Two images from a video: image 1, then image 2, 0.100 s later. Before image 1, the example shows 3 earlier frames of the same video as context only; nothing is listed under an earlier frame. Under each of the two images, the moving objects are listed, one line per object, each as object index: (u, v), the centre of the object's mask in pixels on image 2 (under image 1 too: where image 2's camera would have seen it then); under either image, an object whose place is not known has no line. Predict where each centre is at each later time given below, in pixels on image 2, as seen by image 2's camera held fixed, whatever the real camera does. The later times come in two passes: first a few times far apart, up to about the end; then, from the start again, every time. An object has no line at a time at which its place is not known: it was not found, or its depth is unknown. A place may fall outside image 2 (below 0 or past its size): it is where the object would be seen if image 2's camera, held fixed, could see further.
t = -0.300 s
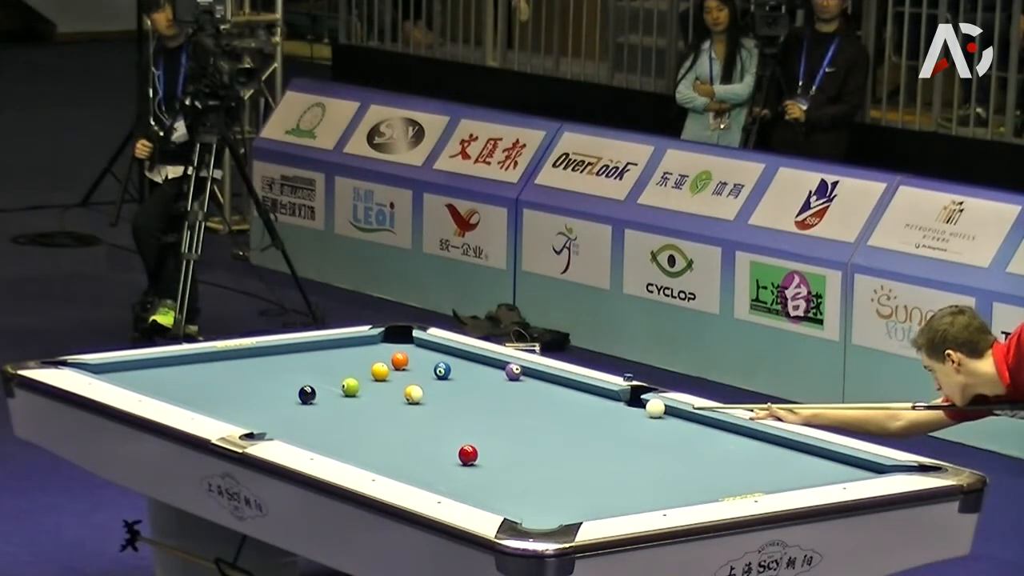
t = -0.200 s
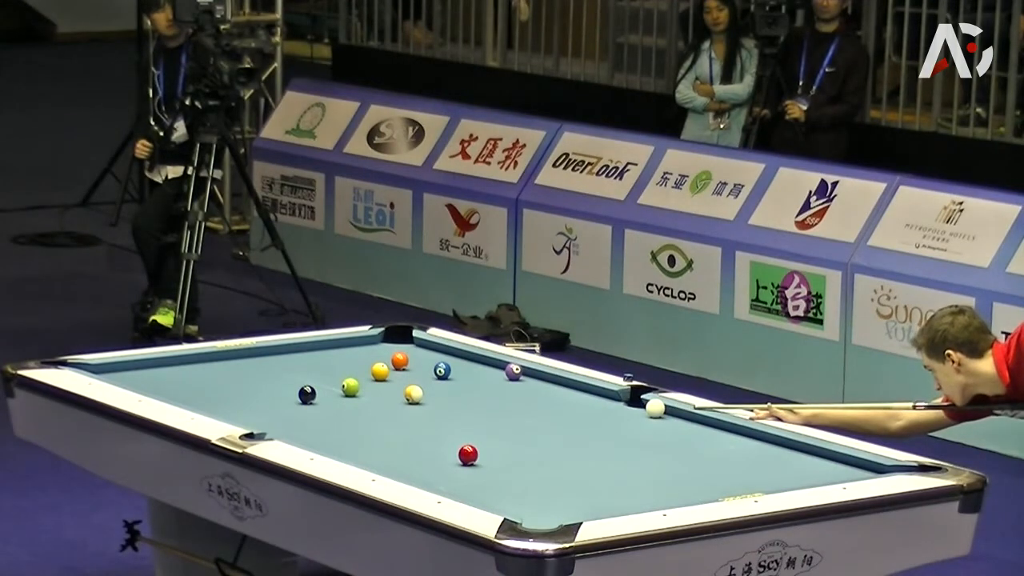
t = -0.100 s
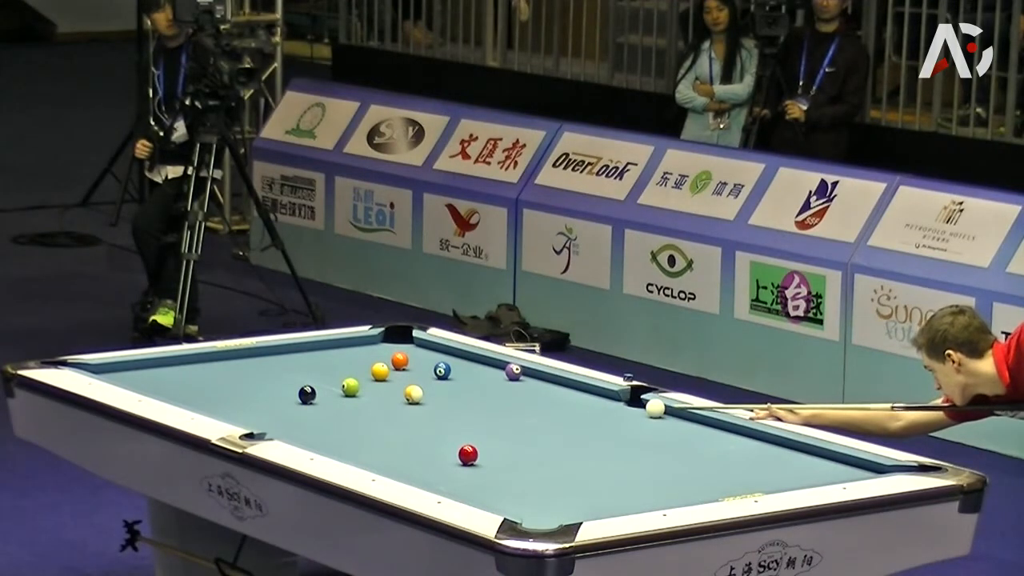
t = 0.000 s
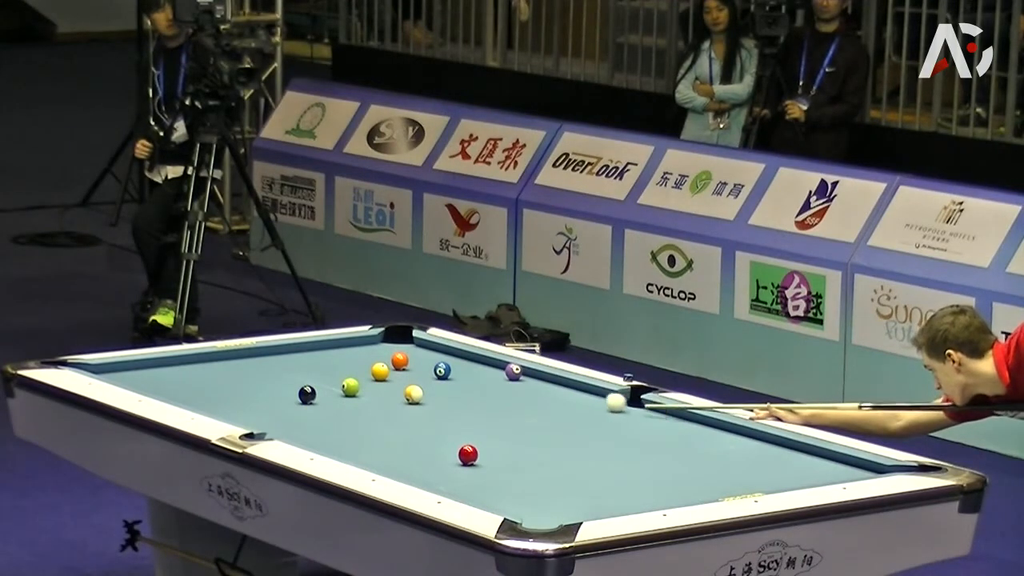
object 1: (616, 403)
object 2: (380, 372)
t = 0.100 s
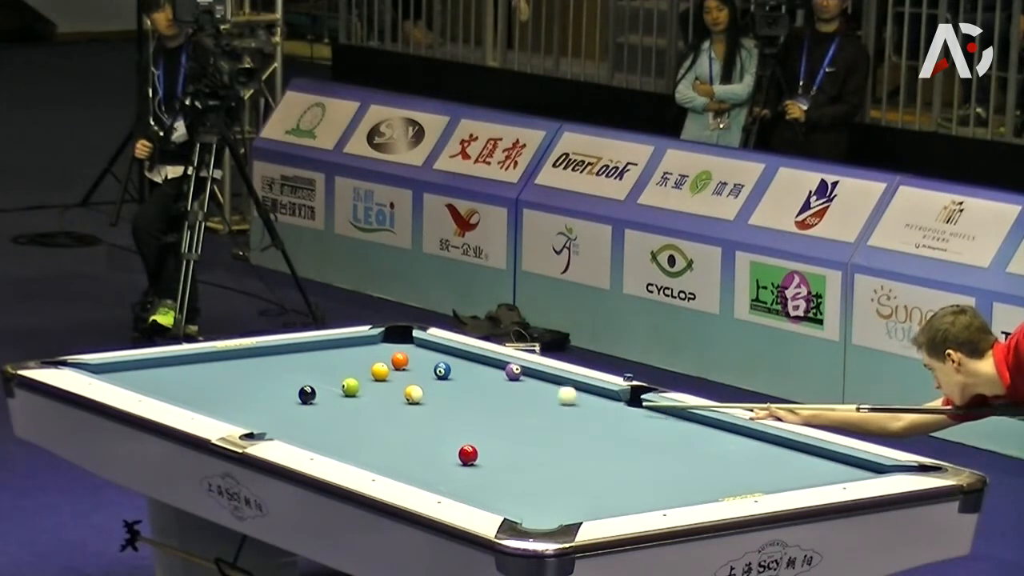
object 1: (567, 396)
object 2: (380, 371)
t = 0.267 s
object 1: (495, 386)
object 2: (380, 371)
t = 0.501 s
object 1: (400, 372)
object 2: (380, 371)
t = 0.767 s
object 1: (372, 360)
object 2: (303, 371)
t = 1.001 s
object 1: (334, 351)
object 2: (246, 370)
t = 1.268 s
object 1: (316, 348)
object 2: (182, 369)
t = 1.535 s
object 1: (335, 353)
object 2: (121, 369)
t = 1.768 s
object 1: (350, 357)
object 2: (68, 365)
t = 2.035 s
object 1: (368, 362)
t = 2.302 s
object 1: (384, 366)
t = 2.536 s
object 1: (398, 369)
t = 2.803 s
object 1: (413, 373)
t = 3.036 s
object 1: (425, 376)
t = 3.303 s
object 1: (439, 379)
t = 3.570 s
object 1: (452, 383)
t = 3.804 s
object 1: (462, 385)
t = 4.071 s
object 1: (472, 388)
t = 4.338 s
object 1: (482, 390)
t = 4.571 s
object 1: (489, 392)
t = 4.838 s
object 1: (498, 394)
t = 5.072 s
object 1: (503, 395)
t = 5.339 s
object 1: (507, 397)
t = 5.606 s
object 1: (511, 398)
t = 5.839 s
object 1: (513, 399)
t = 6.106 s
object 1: (515, 400)
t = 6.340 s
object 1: (517, 400)
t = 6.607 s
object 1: (517, 400)
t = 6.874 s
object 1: (517, 400)
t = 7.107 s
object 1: (518, 400)
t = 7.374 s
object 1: (517, 400)
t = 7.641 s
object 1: (517, 400)
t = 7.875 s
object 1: (518, 400)
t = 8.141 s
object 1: (517, 400)
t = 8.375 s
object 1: (517, 400)
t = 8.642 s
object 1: (517, 400)
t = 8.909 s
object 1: (517, 400)
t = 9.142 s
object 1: (517, 400)
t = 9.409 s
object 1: (517, 400)
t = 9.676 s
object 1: (517, 400)
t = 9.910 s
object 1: (517, 400)
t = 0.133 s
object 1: (552, 394)
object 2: (380, 372)
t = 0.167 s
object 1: (538, 392)
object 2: (380, 371)
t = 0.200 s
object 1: (524, 390)
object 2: (380, 371)
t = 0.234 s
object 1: (509, 388)
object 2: (380, 371)
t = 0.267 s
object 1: (495, 386)
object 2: (380, 371)
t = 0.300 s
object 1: (481, 384)
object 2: (380, 372)
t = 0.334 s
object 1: (468, 382)
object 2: (380, 372)
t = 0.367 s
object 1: (454, 380)
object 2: (380, 371)
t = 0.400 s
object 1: (441, 378)
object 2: (380, 371)
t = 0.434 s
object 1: (427, 376)
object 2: (380, 371)
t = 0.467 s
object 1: (413, 374)
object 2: (380, 372)
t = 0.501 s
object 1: (400, 372)
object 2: (380, 371)
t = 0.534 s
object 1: (397, 370)
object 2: (371, 371)
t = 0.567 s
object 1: (395, 369)
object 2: (359, 371)
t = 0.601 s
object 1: (393, 367)
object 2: (348, 370)
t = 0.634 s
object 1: (391, 365)
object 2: (337, 371)
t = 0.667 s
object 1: (388, 363)
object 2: (329, 371)
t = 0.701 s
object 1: (383, 363)
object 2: (320, 371)
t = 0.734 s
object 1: (377, 361)
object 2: (312, 370)
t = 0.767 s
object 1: (372, 360)
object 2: (303, 371)
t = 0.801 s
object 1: (366, 359)
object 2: (295, 371)
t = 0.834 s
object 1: (361, 358)
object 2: (287, 371)
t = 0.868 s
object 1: (355, 356)
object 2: (279, 371)
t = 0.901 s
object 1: (350, 355)
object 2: (271, 370)
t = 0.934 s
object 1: (345, 354)
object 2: (263, 370)
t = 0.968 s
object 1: (340, 353)
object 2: (254, 370)
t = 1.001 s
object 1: (334, 351)
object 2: (246, 370)
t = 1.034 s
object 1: (329, 350)
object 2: (238, 370)
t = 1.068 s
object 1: (324, 349)
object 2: (230, 370)
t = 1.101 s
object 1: (318, 348)
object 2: (222, 370)
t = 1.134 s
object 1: (314, 347)
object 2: (214, 369)
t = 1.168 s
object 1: (309, 346)
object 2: (206, 370)
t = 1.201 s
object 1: (311, 346)
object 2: (199, 370)
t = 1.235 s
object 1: (314, 347)
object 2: (190, 369)
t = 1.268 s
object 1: (316, 348)
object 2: (182, 369)
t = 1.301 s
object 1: (319, 349)
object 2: (175, 369)
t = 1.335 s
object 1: (321, 349)
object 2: (167, 369)
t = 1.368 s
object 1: (323, 350)
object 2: (159, 369)
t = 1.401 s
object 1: (326, 350)
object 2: (152, 369)
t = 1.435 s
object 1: (328, 351)
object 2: (144, 369)
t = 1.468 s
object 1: (330, 352)
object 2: (136, 369)
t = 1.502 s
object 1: (333, 352)
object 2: (128, 369)
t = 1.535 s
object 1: (335, 353)
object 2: (121, 369)
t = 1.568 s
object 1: (337, 353)
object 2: (113, 369)
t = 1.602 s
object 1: (339, 354)
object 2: (106, 368)
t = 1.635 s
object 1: (341, 355)
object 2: (98, 367)
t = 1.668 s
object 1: (344, 355)
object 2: (91, 366)
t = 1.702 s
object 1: (346, 356)
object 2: (83, 365)
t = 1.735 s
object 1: (348, 356)
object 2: (76, 365)
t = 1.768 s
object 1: (350, 357)
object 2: (68, 365)
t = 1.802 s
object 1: (353, 357)
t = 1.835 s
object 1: (355, 358)
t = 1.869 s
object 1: (357, 359)
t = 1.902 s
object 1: (359, 359)
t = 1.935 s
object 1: (361, 360)
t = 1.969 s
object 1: (364, 361)
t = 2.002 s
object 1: (365, 361)
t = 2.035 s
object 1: (368, 362)
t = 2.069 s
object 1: (370, 362)
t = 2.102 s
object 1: (372, 363)
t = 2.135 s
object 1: (374, 363)
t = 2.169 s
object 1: (376, 364)
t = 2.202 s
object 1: (378, 364)
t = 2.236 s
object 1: (380, 365)
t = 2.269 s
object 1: (382, 365)
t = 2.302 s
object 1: (384, 366)
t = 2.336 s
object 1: (386, 367)
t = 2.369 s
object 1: (388, 367)
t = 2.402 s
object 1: (390, 368)
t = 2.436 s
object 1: (392, 368)
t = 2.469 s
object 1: (394, 368)
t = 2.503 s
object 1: (396, 369)
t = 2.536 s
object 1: (398, 369)
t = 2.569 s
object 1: (400, 370)
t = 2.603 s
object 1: (402, 370)
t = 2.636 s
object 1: (403, 371)
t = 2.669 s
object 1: (405, 371)
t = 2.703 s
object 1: (407, 372)
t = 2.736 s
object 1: (409, 372)
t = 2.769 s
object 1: (411, 373)
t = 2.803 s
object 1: (413, 373)
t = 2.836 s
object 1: (414, 374)
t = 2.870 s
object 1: (416, 374)
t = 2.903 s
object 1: (418, 375)
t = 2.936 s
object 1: (420, 375)
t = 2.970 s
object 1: (421, 376)
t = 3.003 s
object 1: (423, 376)
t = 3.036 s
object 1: (425, 376)
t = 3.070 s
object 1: (427, 377)
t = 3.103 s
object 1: (428, 377)
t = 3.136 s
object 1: (431, 378)
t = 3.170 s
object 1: (432, 378)
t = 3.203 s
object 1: (434, 379)
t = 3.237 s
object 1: (436, 379)
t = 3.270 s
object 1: (437, 379)
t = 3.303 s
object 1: (439, 379)
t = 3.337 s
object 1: (441, 380)
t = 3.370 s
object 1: (442, 380)
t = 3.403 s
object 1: (444, 381)
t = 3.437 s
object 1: (446, 381)
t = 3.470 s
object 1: (447, 381)
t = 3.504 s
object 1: (449, 382)
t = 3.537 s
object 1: (450, 383)
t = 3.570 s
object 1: (452, 383)
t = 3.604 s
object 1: (453, 383)
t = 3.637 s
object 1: (455, 384)
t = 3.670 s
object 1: (456, 384)
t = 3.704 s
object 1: (457, 384)
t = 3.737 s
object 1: (459, 384)
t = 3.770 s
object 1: (460, 385)
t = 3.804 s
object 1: (462, 385)
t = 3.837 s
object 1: (463, 386)
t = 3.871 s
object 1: (464, 386)
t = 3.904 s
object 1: (465, 386)
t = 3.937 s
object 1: (467, 387)
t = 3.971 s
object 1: (468, 387)
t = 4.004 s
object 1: (469, 387)
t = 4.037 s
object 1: (471, 387)
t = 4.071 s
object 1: (472, 388)
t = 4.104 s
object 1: (473, 388)
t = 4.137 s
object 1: (474, 388)
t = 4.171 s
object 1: (475, 389)
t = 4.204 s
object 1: (477, 389)
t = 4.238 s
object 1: (478, 389)
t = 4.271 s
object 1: (479, 390)
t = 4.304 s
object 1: (480, 390)
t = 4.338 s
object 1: (482, 390)
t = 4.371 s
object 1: (483, 391)
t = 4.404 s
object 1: (484, 391)
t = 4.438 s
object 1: (485, 391)
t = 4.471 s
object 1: (486, 391)
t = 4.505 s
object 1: (487, 392)
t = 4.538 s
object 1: (488, 392)
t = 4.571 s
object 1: (489, 392)
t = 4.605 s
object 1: (490, 392)
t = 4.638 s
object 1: (492, 393)
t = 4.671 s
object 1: (493, 393)
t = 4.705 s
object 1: (494, 393)
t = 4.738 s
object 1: (495, 393)
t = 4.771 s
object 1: (496, 393)
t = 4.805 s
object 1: (496, 394)
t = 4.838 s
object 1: (498, 394)
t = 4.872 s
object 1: (498, 394)
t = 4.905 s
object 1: (499, 394)
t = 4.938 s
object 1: (500, 395)
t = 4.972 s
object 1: (501, 395)
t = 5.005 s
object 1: (502, 395)
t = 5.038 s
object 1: (502, 395)
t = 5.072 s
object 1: (503, 395)
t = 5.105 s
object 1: (504, 396)
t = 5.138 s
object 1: (504, 396)
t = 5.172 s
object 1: (505, 396)
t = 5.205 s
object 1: (506, 396)
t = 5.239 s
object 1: (506, 396)
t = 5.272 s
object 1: (507, 396)
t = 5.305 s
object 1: (507, 397)
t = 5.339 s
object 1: (507, 397)
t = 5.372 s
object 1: (508, 397)
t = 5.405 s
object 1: (509, 397)
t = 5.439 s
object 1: (509, 397)
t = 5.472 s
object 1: (510, 398)
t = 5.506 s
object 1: (510, 398)
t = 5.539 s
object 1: (511, 398)
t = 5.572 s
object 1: (511, 398)
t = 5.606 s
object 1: (511, 398)
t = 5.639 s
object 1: (511, 398)
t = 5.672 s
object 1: (512, 398)
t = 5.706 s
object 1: (512, 399)
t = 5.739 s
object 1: (513, 399)
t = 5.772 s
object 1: (513, 399)
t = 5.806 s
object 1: (513, 399)
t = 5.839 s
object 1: (513, 399)
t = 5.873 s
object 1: (514, 399)
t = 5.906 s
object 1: (514, 399)
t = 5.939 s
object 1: (514, 399)
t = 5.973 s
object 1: (514, 399)
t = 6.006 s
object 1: (515, 399)
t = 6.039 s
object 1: (515, 399)
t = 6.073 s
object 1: (515, 400)
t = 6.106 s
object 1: (515, 400)
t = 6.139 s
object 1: (515, 400)
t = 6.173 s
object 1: (515, 400)
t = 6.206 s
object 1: (515, 400)
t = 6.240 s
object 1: (516, 400)
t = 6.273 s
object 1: (516, 400)
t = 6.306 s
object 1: (516, 400)
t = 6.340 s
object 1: (517, 400)
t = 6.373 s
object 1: (517, 400)
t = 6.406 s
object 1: (517, 400)
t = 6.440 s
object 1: (517, 400)
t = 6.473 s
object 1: (517, 400)
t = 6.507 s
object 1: (517, 400)
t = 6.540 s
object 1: (517, 400)
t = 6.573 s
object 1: (517, 400)
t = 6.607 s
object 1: (517, 400)
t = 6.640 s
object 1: (517, 400)
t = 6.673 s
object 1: (517, 400)
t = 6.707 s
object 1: (517, 400)
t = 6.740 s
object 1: (517, 400)
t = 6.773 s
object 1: (517, 400)
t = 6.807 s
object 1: (517, 400)
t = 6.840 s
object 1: (518, 400)
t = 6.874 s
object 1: (517, 400)
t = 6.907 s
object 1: (518, 400)
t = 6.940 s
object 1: (517, 400)
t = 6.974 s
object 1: (517, 400)
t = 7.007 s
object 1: (517, 400)
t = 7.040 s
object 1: (518, 400)
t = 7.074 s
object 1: (518, 400)
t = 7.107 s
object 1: (518, 400)
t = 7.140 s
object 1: (517, 400)
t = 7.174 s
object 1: (517, 400)
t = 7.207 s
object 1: (517, 400)
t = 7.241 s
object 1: (517, 400)
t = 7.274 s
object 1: (517, 400)
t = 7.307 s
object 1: (518, 400)
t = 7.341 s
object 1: (518, 400)
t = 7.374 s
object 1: (517, 400)
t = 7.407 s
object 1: (518, 400)
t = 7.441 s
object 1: (517, 400)
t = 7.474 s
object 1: (518, 400)
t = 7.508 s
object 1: (517, 400)
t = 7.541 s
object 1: (517, 400)
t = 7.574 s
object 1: (517, 400)
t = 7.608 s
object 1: (517, 400)
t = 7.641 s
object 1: (517, 400)
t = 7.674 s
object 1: (517, 400)
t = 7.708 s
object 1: (517, 400)
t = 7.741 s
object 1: (518, 400)
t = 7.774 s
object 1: (517, 400)
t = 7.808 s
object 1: (517, 400)
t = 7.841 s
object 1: (517, 400)
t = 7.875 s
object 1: (518, 400)
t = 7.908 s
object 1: (517, 400)
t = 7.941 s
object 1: (517, 400)
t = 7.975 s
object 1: (517, 400)
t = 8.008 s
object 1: (517, 400)
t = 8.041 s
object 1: (517, 400)
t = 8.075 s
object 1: (517, 400)
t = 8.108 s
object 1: (517, 400)
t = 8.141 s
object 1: (517, 400)
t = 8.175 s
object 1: (517, 400)
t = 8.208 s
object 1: (517, 400)
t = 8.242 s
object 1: (517, 400)
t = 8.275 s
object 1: (518, 400)
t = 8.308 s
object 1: (517, 400)
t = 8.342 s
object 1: (517, 400)
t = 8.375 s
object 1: (517, 400)
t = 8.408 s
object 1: (517, 400)
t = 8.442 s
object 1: (518, 400)
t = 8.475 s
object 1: (517, 400)
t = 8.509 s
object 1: (517, 400)
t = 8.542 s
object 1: (517, 400)
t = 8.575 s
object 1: (517, 400)
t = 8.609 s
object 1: (517, 400)
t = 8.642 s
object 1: (517, 400)
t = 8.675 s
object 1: (517, 400)
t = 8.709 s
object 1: (517, 400)
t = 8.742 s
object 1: (517, 400)
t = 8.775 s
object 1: (517, 400)
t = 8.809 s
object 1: (517, 400)
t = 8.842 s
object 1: (517, 400)
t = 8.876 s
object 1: (518, 400)
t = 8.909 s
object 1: (517, 400)
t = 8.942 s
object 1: (517, 400)
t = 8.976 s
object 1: (517, 400)
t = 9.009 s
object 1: (517, 400)
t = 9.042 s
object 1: (517, 400)
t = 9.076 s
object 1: (517, 400)
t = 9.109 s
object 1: (517, 400)
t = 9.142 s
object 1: (517, 400)
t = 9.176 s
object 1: (517, 400)
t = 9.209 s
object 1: (517, 400)
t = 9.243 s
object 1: (517, 400)
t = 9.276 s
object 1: (517, 400)
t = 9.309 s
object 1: (517, 400)
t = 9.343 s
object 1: (517, 400)
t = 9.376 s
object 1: (517, 400)
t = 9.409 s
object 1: (517, 400)
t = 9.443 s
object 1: (517, 400)
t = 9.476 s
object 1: (517, 400)
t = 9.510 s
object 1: (517, 400)
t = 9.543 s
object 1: (517, 400)
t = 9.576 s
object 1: (517, 400)
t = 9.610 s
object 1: (517, 400)
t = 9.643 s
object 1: (517, 400)
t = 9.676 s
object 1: (517, 400)
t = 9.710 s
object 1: (517, 400)
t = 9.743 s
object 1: (517, 400)
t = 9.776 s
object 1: (517, 400)
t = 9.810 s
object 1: (517, 400)
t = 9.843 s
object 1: (517, 400)
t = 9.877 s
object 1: (517, 400)
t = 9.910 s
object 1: (517, 400)
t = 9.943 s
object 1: (517, 400)
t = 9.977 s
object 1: (517, 400)
